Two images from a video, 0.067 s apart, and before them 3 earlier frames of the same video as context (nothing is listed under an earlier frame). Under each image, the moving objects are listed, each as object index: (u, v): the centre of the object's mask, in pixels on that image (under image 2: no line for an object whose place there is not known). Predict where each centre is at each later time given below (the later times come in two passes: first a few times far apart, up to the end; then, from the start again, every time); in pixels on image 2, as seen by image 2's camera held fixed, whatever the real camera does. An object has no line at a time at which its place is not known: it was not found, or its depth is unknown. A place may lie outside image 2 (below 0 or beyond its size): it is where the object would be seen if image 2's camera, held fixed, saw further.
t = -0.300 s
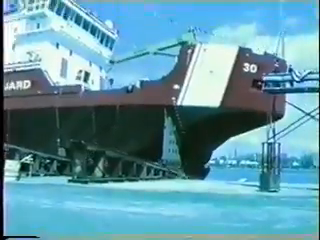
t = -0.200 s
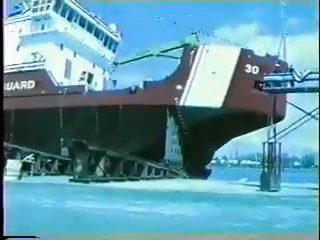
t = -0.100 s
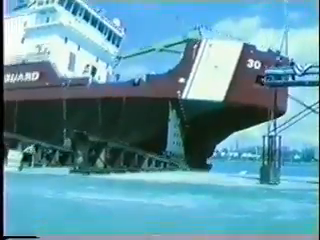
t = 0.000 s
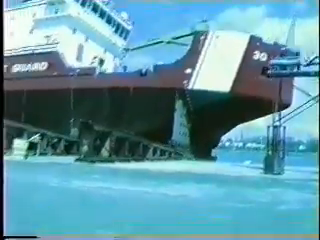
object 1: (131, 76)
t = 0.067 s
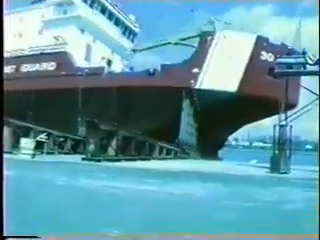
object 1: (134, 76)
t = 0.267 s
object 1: (130, 77)
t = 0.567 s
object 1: (135, 83)
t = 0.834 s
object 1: (139, 88)
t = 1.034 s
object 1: (143, 92)
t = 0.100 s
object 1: (133, 76)
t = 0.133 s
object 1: (132, 76)
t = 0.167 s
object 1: (131, 76)
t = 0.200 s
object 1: (131, 77)
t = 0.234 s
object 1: (131, 77)
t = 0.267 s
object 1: (130, 77)
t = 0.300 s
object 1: (131, 78)
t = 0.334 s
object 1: (132, 78)
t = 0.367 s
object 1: (133, 79)
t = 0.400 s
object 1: (134, 79)
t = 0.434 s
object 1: (135, 80)
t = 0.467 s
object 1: (135, 81)
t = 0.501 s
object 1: (135, 81)
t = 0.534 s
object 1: (135, 82)
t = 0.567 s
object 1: (135, 83)
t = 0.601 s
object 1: (135, 83)
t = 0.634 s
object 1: (136, 84)
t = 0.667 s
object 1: (136, 85)
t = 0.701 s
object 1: (137, 86)
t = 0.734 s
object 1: (137, 86)
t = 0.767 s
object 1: (138, 87)
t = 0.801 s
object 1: (138, 87)
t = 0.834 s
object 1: (139, 88)
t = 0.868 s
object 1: (140, 89)
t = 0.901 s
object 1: (140, 89)
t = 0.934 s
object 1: (141, 90)
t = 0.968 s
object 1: (141, 91)
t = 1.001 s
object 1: (141, 91)
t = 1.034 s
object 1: (143, 92)
